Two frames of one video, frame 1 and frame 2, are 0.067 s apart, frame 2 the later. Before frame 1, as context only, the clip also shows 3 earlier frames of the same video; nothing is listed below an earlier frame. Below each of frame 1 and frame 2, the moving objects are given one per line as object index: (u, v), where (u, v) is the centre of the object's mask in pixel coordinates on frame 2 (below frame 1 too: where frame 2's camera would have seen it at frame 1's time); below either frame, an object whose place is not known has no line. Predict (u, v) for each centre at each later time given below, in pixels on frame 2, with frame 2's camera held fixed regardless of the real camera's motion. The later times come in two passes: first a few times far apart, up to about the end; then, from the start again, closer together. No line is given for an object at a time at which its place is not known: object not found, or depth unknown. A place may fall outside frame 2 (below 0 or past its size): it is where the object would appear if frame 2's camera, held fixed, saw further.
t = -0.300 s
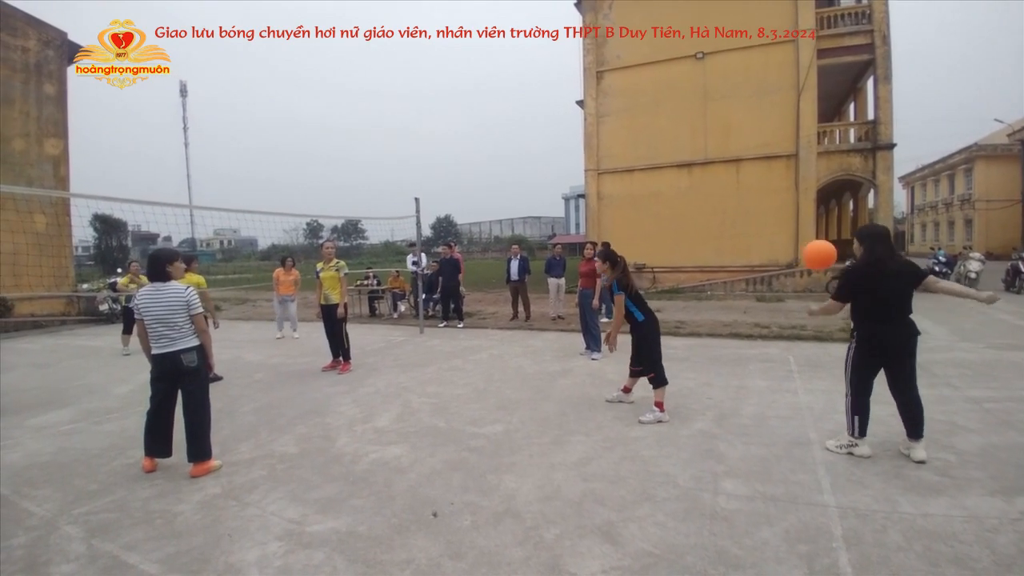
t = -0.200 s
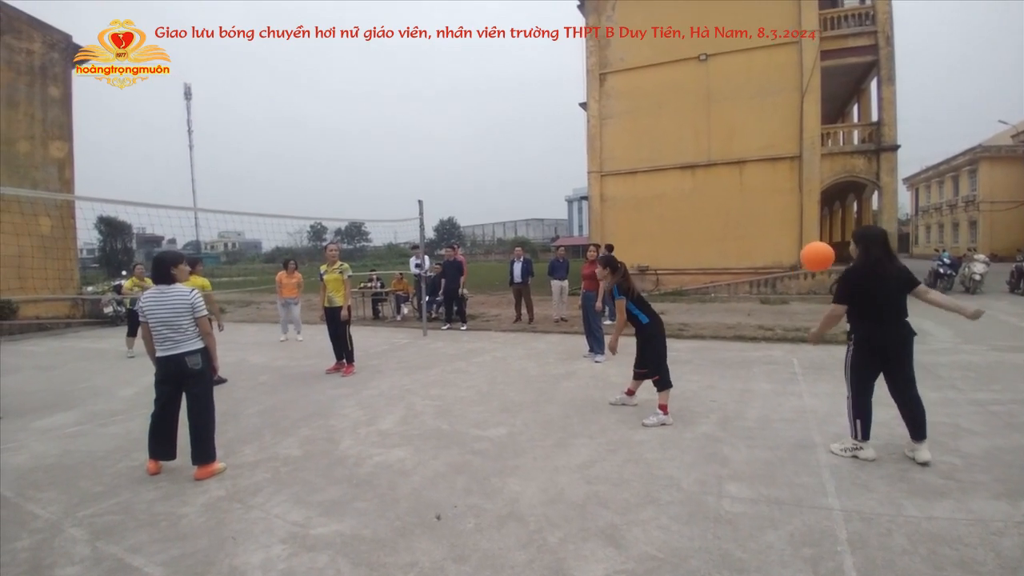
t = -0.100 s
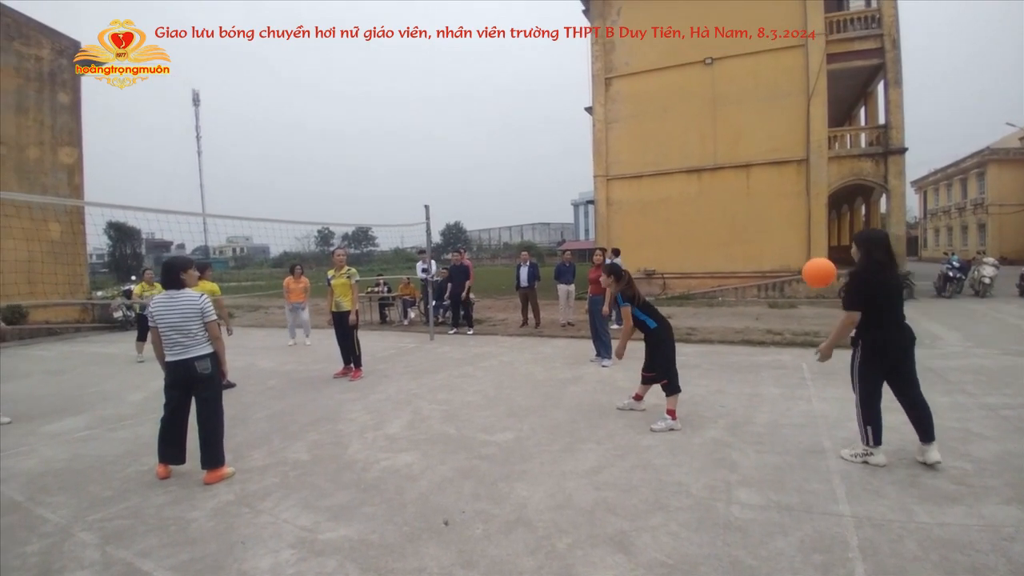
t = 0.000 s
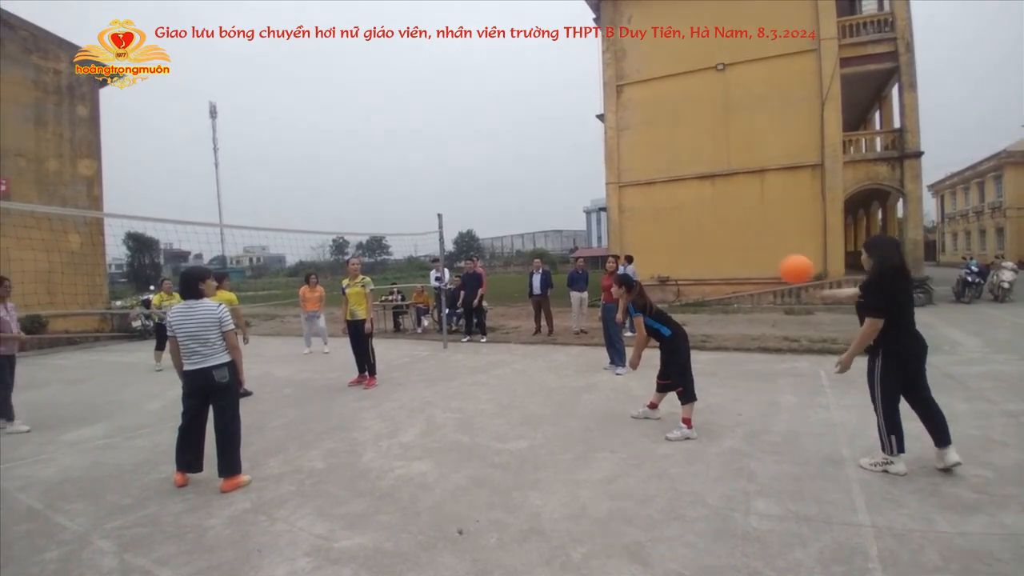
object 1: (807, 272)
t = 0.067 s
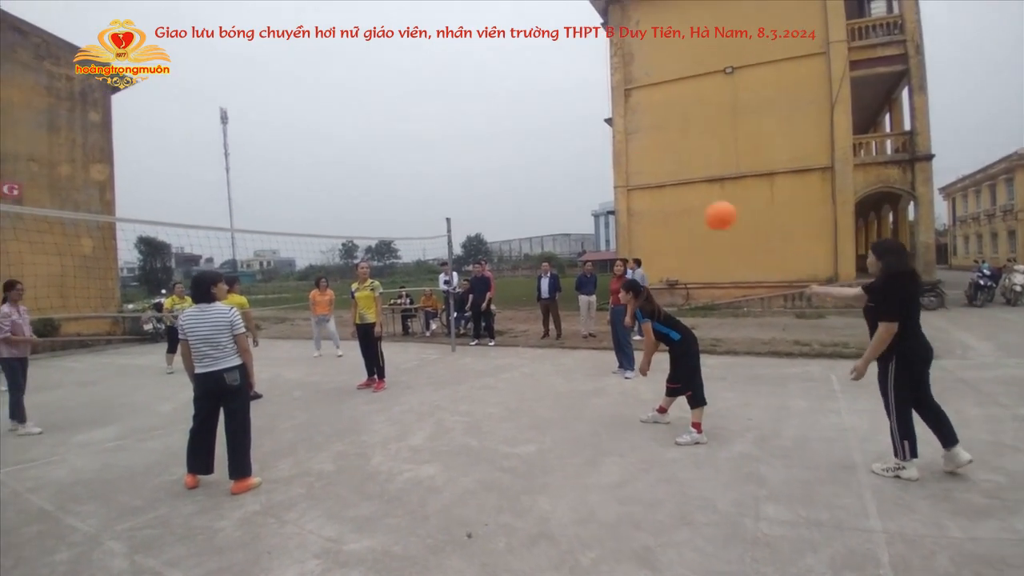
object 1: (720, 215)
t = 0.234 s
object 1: (535, 116)
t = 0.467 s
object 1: (334, 56)
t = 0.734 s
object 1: (163, 68)
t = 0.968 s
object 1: (51, 125)
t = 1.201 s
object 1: (-30, 217)
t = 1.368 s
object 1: (-73, 295)
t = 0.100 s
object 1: (680, 190)
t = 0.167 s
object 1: (604, 148)
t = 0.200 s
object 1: (569, 131)
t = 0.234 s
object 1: (535, 116)
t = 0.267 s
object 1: (503, 103)
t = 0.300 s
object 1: (472, 91)
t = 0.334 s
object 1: (443, 81)
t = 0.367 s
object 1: (414, 73)
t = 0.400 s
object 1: (387, 66)
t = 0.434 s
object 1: (360, 60)
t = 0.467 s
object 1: (334, 56)
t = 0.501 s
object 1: (310, 54)
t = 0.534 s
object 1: (287, 53)
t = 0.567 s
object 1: (264, 52)
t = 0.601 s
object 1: (242, 53)
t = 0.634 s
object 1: (220, 55)
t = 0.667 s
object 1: (201, 59)
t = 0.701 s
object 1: (181, 63)
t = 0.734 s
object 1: (163, 68)
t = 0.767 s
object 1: (146, 74)
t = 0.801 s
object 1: (129, 81)
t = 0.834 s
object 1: (112, 88)
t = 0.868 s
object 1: (95, 96)
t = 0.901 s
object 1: (80, 105)
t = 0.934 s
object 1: (65, 115)
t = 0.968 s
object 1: (51, 125)
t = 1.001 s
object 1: (39, 137)
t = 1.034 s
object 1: (26, 149)
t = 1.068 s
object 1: (13, 161)
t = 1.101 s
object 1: (2, 175)
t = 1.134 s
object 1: (-9, 188)
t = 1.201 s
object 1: (-30, 217)
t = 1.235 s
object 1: (-39, 232)
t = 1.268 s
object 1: (-48, 247)
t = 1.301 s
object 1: (-58, 263)
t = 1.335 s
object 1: (-66, 280)
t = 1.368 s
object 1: (-73, 295)
